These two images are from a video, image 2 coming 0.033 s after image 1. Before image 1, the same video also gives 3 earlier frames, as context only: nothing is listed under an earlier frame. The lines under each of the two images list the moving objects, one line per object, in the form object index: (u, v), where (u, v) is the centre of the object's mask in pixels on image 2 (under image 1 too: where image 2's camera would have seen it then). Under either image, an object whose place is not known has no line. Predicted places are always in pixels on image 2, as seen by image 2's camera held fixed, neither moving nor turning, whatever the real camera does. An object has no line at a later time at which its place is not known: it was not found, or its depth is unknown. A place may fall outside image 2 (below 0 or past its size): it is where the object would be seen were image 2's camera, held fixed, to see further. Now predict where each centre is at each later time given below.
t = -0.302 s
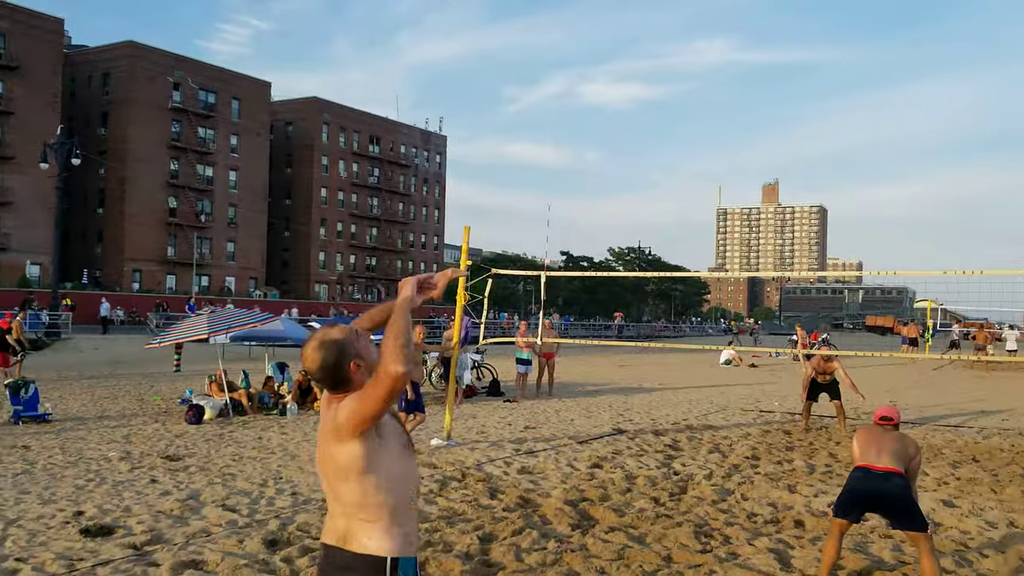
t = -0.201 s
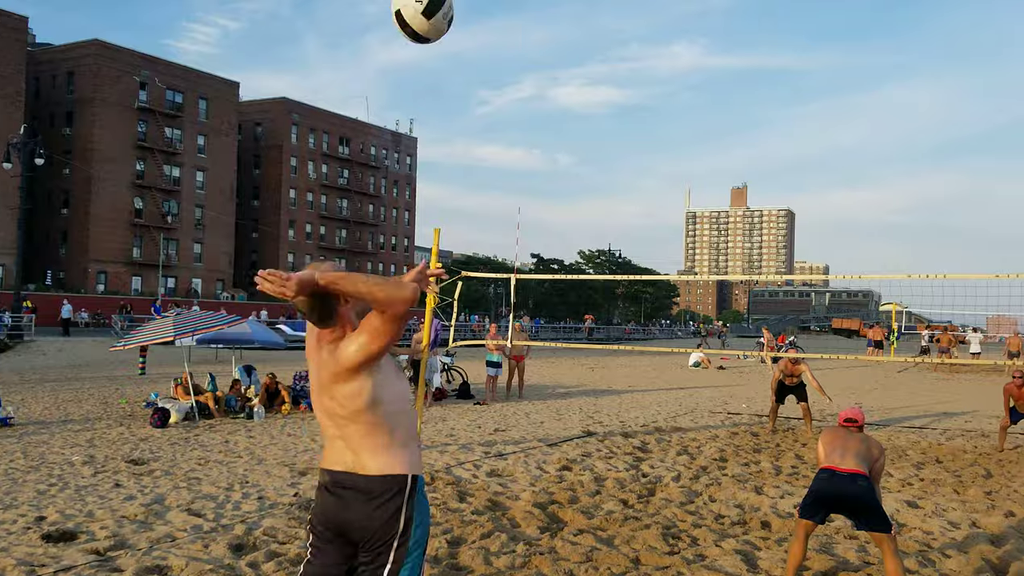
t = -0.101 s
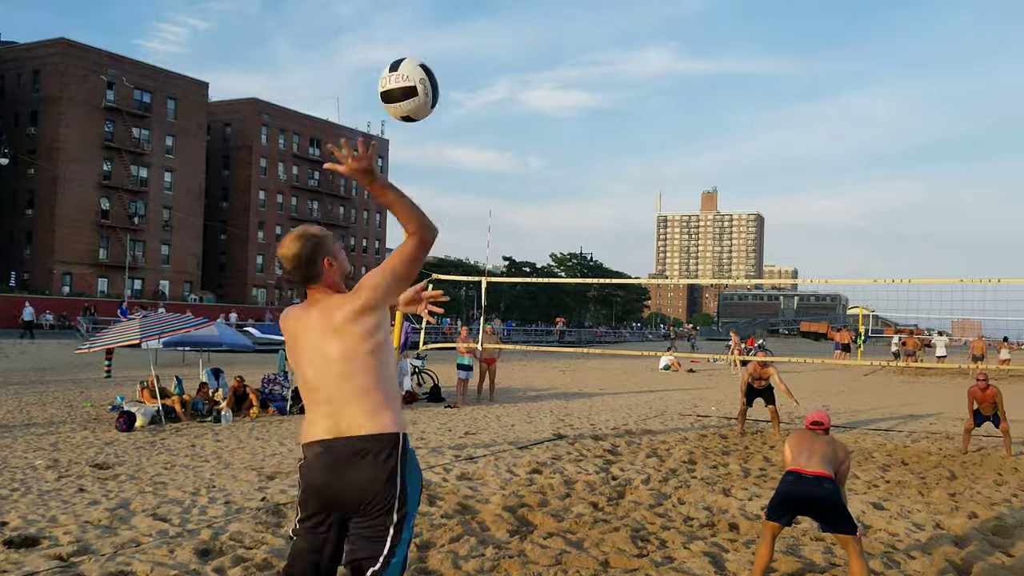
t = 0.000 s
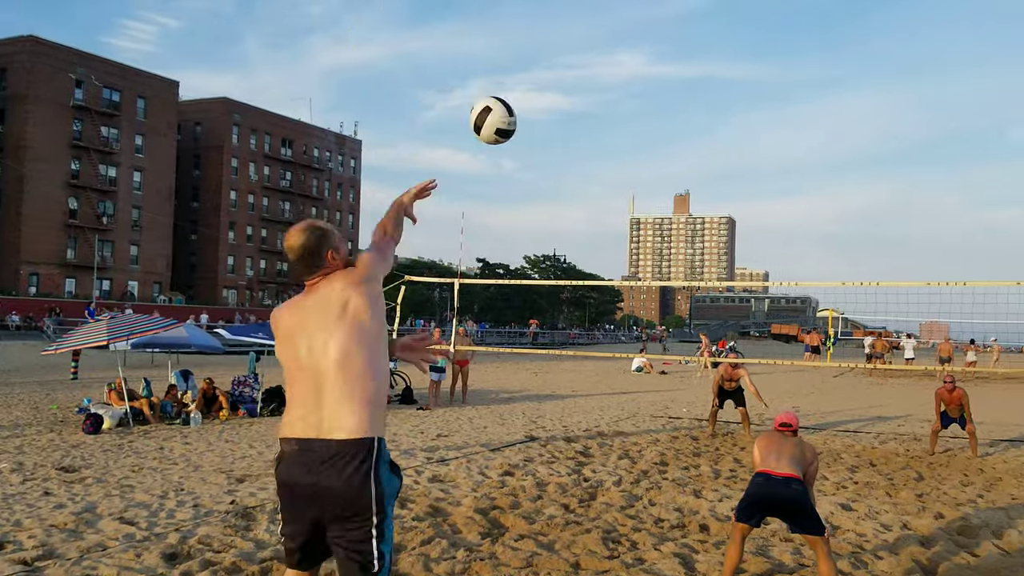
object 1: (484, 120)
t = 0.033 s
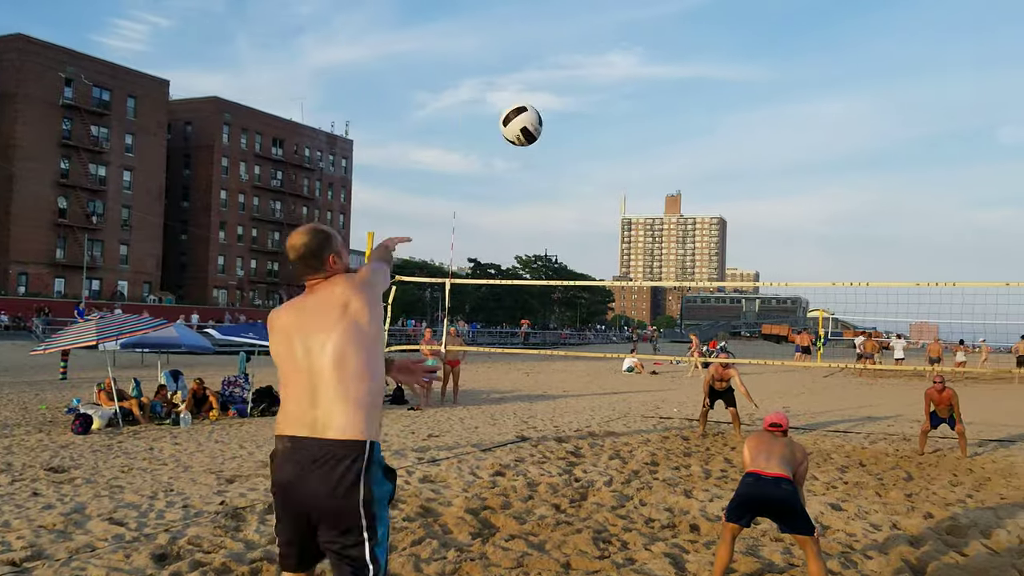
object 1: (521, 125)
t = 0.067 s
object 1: (550, 130)
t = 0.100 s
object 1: (574, 136)
